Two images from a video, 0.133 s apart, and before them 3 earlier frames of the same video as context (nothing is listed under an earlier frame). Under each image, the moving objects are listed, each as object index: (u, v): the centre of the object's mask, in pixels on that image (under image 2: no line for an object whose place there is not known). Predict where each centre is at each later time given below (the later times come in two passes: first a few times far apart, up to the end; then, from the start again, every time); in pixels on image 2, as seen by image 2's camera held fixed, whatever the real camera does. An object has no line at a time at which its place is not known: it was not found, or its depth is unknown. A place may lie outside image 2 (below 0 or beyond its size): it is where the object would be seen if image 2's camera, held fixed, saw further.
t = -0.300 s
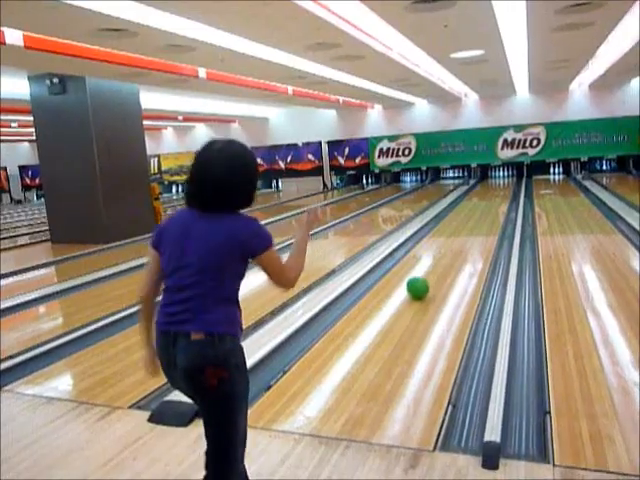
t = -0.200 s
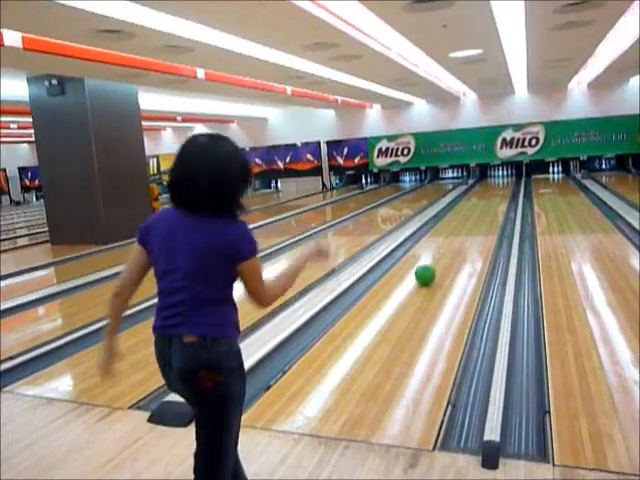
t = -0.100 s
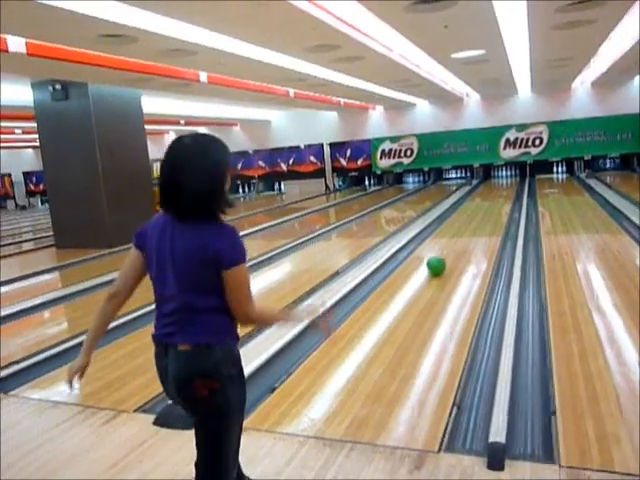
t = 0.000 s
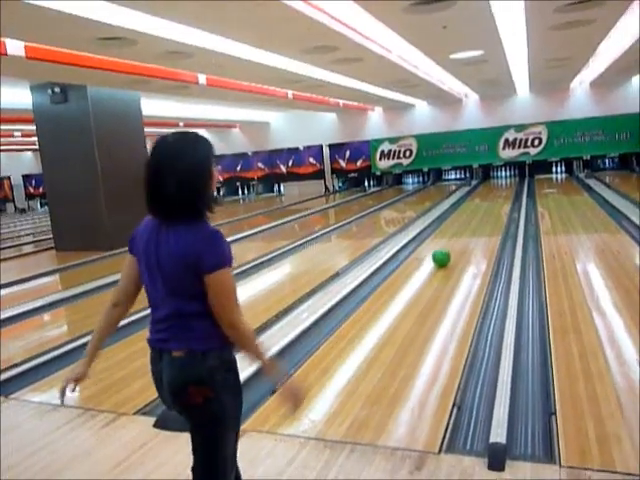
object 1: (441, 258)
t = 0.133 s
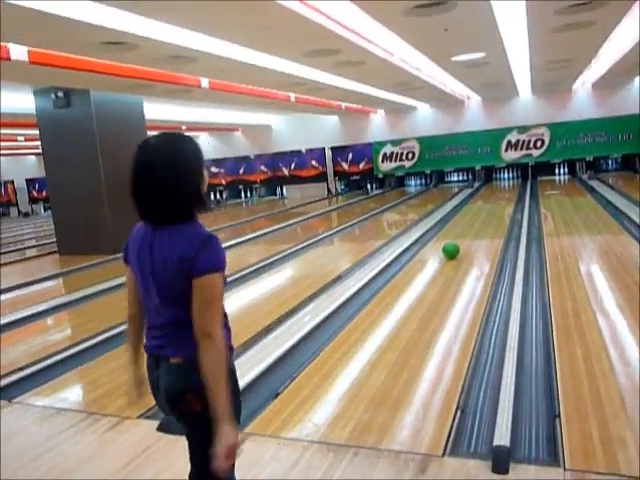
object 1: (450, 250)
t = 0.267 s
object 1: (456, 242)
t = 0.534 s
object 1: (465, 229)
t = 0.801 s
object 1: (472, 218)
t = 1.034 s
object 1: (476, 211)
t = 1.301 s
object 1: (481, 204)
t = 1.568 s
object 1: (485, 200)
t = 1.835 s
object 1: (488, 194)
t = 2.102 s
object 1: (491, 190)
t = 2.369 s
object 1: (494, 187)
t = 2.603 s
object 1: (495, 185)
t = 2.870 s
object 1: (496, 184)
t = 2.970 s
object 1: (497, 184)
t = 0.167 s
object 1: (451, 248)
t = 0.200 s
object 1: (453, 246)
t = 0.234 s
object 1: (455, 244)
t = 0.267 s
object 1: (456, 242)
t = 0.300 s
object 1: (457, 240)
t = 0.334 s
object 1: (458, 238)
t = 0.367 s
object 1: (459, 236)
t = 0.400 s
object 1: (461, 234)
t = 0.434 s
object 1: (462, 233)
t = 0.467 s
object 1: (463, 232)
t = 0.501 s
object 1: (464, 230)
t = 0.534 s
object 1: (465, 229)
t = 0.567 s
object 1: (465, 228)
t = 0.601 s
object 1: (467, 226)
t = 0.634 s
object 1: (468, 225)
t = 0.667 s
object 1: (469, 223)
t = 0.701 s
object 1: (469, 222)
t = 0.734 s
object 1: (470, 220)
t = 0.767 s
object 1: (471, 219)
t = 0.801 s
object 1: (472, 218)
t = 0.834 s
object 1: (473, 217)
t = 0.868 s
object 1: (473, 216)
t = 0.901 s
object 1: (474, 215)
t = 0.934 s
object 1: (475, 215)
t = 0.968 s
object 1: (475, 214)
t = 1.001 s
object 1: (476, 212)
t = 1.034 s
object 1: (476, 211)
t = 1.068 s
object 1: (477, 211)
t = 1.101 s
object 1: (478, 209)
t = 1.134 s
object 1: (479, 207)
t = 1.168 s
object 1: (479, 207)
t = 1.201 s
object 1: (480, 206)
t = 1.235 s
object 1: (480, 206)
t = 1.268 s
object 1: (481, 205)
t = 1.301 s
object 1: (481, 204)
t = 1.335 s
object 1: (482, 203)
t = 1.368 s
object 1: (482, 203)
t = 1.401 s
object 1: (483, 202)
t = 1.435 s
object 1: (483, 202)
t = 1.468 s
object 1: (484, 201)
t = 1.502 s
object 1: (484, 200)
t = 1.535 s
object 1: (484, 200)
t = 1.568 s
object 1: (485, 200)
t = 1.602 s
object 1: (485, 198)
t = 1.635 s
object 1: (485, 198)
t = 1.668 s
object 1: (486, 197)
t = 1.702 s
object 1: (487, 196)
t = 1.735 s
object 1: (487, 196)
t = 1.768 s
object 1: (487, 195)
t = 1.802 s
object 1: (488, 194)
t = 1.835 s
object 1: (488, 194)
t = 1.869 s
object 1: (488, 193)
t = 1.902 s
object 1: (488, 193)
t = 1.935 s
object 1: (489, 192)
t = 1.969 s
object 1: (489, 192)
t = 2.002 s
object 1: (490, 191)
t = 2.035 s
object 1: (490, 190)
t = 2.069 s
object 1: (491, 190)
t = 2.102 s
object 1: (491, 190)
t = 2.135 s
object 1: (492, 189)
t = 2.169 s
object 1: (492, 189)
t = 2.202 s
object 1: (492, 188)
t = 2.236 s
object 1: (493, 187)
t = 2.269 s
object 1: (493, 187)
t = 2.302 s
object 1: (493, 187)
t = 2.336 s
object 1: (493, 187)
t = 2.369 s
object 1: (494, 187)
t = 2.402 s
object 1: (494, 187)
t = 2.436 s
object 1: (494, 186)
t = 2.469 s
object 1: (495, 186)
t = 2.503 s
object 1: (495, 186)
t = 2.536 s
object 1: (495, 186)
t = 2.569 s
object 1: (495, 186)
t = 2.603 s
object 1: (495, 185)
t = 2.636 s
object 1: (495, 186)
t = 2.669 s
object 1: (495, 185)
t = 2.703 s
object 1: (495, 185)
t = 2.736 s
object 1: (496, 184)
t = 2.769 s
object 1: (496, 184)
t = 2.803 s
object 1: (496, 184)
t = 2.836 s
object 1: (496, 184)
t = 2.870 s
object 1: (496, 184)
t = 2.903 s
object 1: (497, 184)
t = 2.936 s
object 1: (497, 184)
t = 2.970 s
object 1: (497, 184)
